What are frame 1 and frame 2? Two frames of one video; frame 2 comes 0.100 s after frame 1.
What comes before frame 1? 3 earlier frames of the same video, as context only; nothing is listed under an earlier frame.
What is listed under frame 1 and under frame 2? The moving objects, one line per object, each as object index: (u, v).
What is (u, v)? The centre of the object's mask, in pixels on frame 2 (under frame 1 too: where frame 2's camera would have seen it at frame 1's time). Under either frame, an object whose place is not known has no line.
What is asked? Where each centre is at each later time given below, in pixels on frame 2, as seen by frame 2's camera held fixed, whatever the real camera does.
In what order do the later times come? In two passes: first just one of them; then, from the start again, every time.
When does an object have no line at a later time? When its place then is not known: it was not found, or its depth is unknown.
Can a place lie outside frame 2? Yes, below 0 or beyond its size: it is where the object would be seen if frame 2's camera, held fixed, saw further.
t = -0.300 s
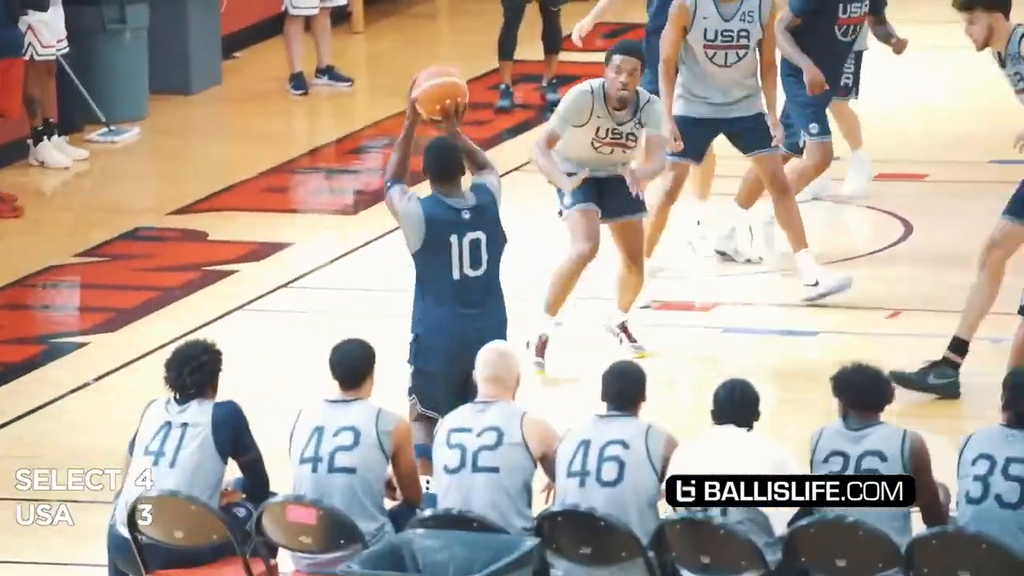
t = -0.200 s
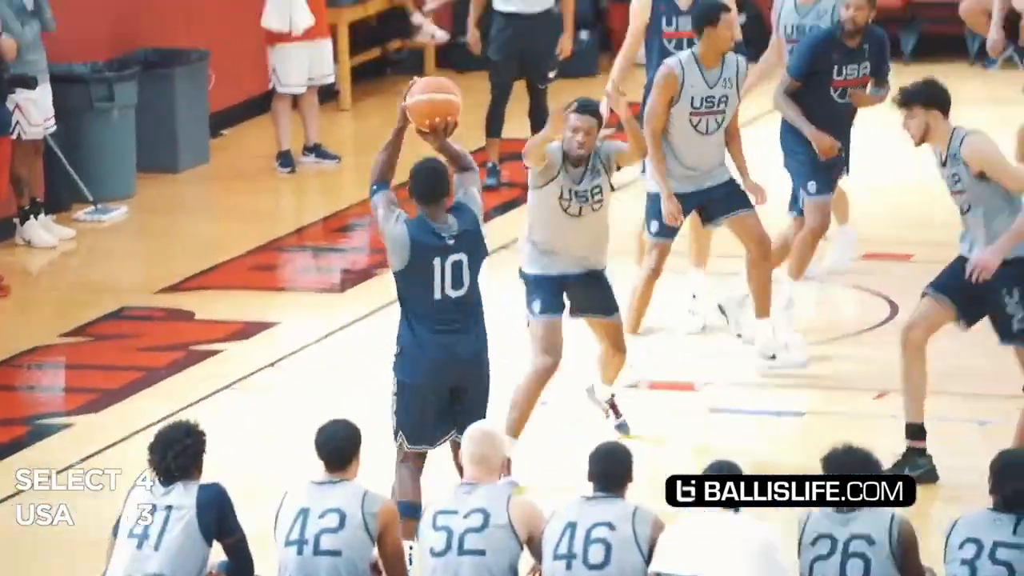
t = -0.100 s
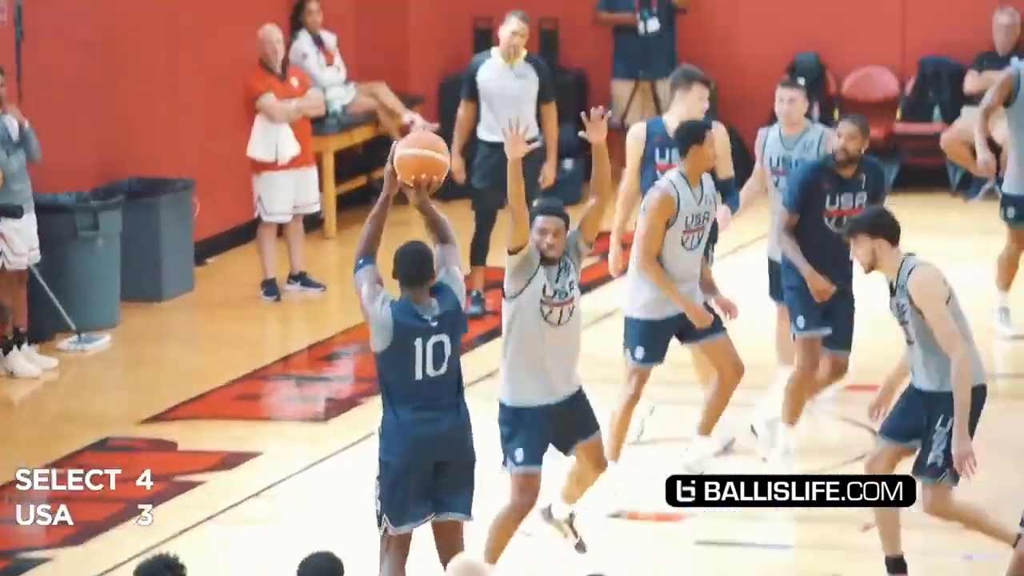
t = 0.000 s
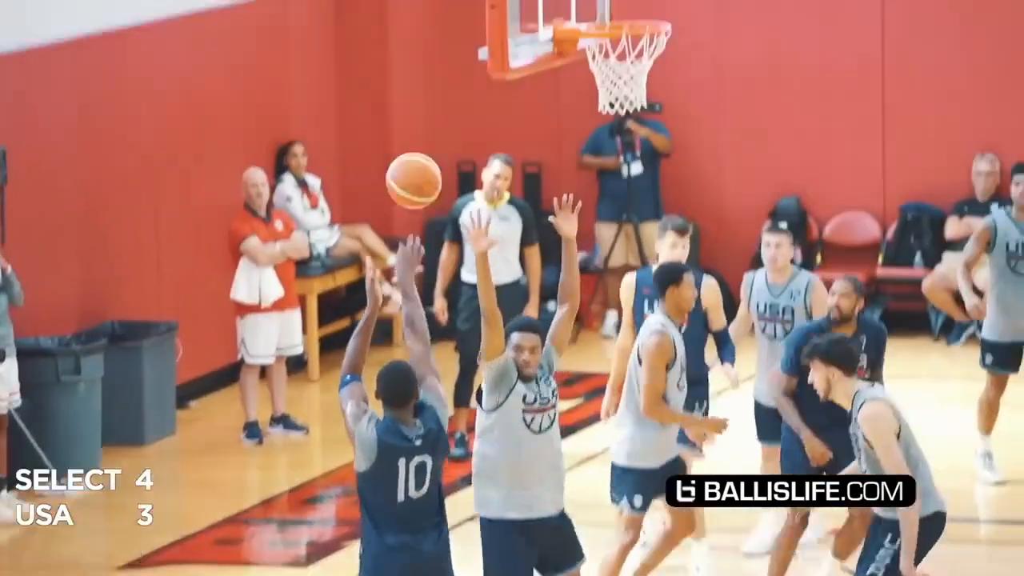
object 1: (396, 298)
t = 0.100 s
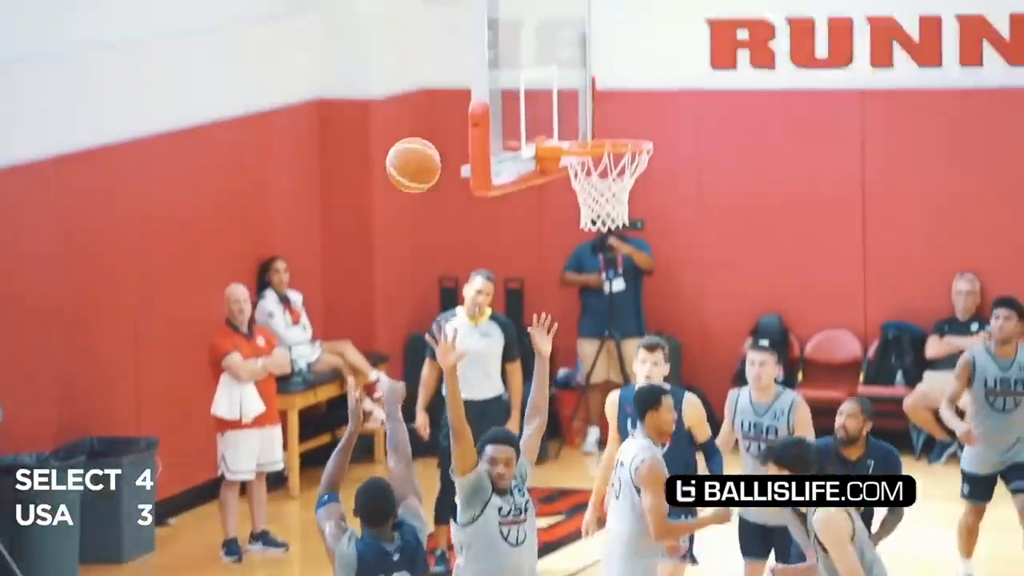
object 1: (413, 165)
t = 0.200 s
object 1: (431, 59)
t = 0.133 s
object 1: (419, 127)
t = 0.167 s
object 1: (426, 93)
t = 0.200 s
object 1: (431, 59)
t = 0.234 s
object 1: (437, 30)
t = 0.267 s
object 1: (442, 5)
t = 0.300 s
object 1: (449, -20)
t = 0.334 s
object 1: (454, -42)
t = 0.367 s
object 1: (461, -60)
